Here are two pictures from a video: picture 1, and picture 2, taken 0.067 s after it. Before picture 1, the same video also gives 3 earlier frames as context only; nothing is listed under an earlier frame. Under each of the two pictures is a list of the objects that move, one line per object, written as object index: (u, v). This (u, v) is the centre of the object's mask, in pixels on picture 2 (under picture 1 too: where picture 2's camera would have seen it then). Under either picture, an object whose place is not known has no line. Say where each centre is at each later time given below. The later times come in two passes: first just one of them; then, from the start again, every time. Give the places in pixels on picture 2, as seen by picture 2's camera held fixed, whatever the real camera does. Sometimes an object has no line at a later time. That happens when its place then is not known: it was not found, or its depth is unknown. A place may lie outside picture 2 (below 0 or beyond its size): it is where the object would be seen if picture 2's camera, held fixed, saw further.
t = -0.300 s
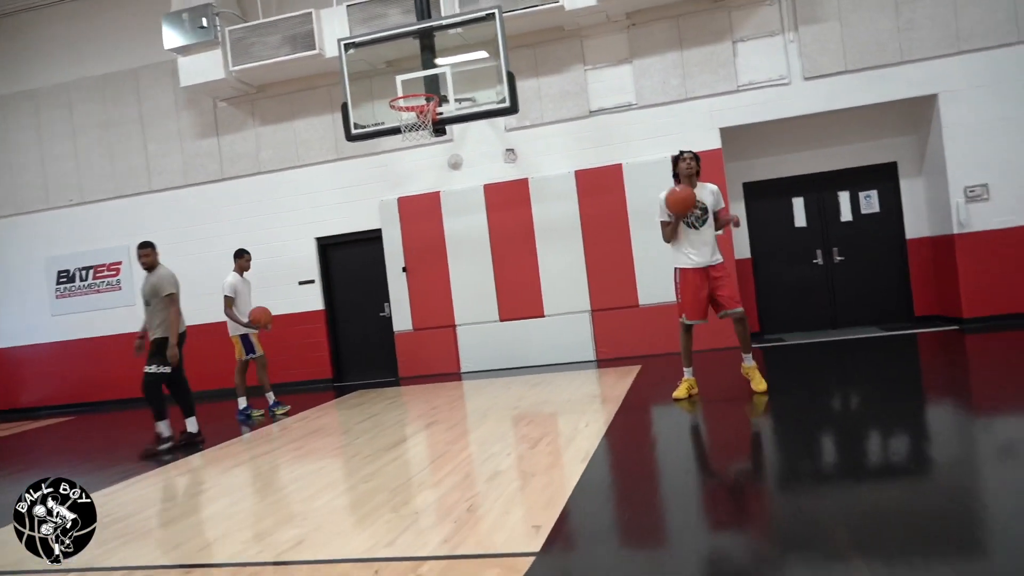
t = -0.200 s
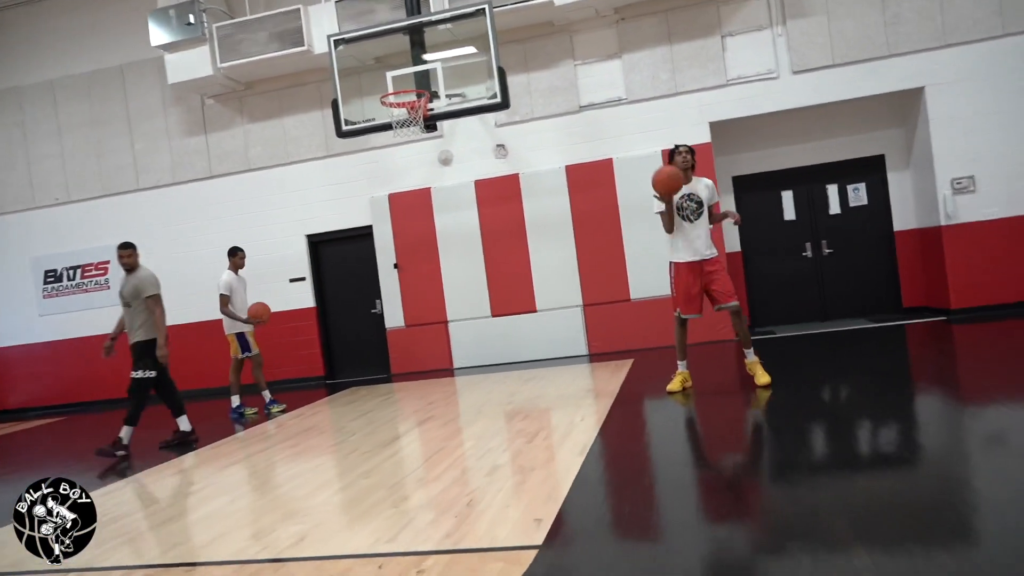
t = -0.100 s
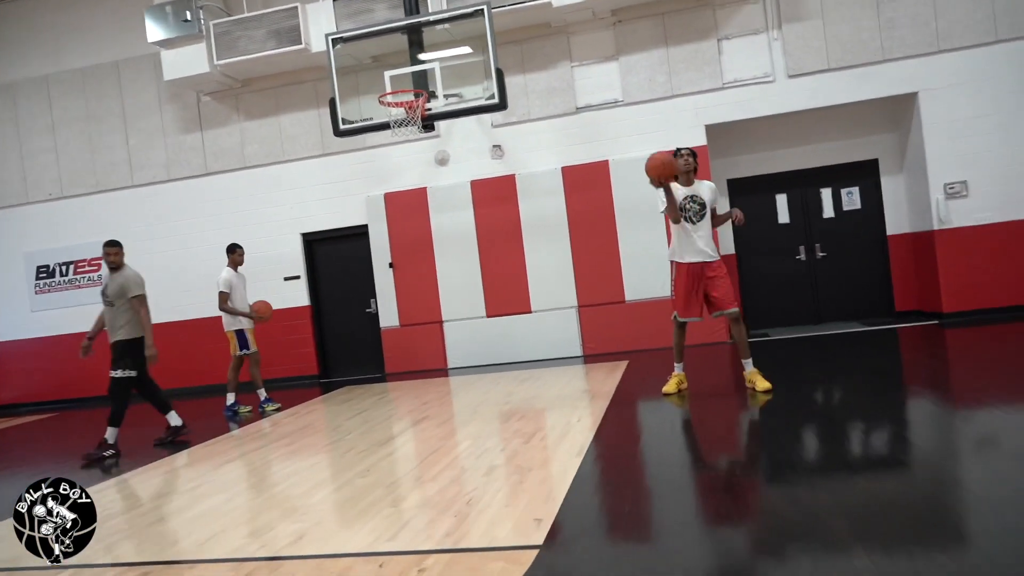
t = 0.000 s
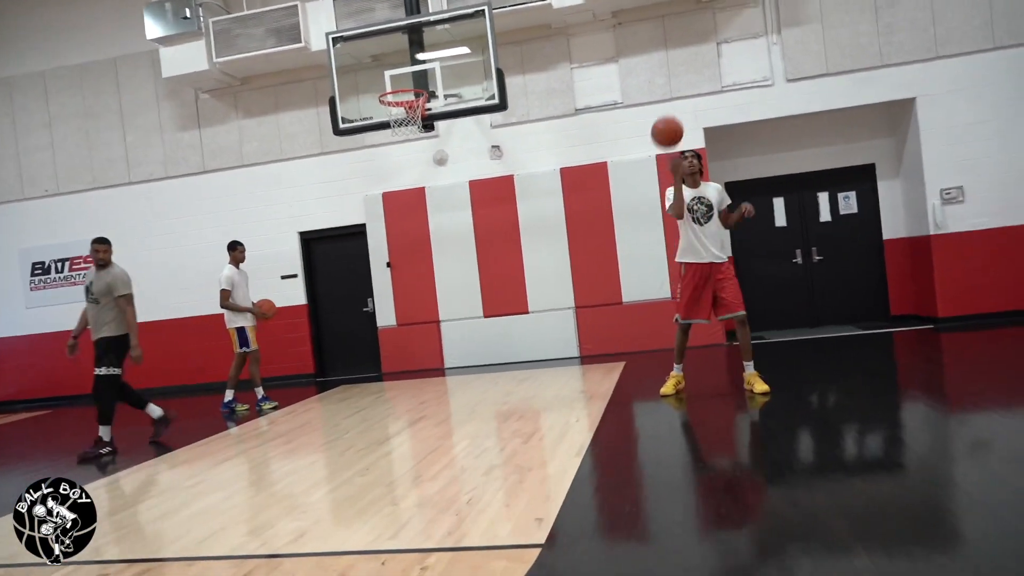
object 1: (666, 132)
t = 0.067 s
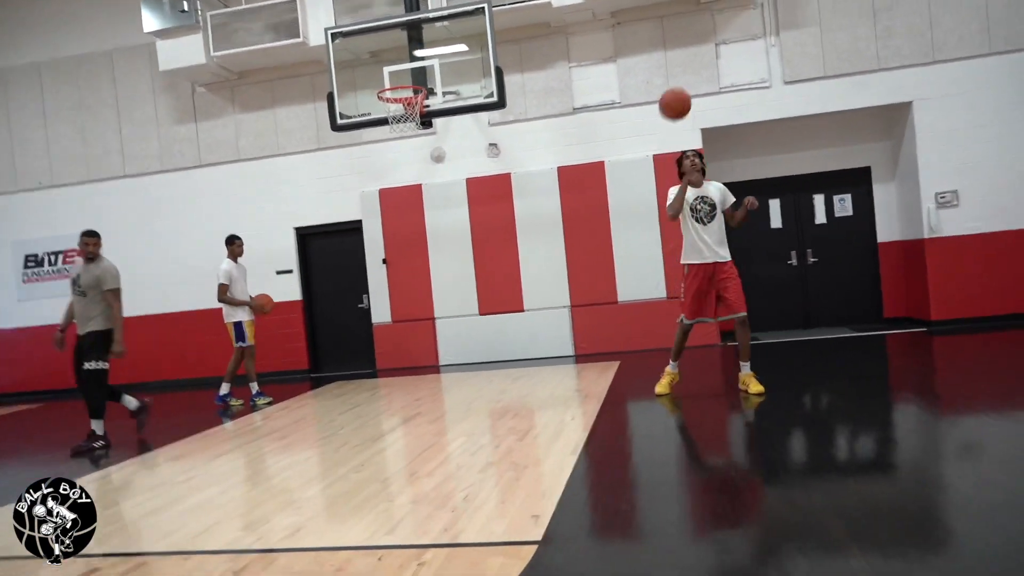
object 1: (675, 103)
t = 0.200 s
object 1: (697, 64)
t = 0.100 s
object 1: (680, 92)
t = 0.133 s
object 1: (686, 81)
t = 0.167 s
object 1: (691, 72)
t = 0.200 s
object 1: (697, 64)
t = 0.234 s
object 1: (702, 58)
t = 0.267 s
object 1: (708, 53)
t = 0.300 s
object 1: (714, 49)
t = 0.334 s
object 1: (720, 47)
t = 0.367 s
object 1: (726, 47)
